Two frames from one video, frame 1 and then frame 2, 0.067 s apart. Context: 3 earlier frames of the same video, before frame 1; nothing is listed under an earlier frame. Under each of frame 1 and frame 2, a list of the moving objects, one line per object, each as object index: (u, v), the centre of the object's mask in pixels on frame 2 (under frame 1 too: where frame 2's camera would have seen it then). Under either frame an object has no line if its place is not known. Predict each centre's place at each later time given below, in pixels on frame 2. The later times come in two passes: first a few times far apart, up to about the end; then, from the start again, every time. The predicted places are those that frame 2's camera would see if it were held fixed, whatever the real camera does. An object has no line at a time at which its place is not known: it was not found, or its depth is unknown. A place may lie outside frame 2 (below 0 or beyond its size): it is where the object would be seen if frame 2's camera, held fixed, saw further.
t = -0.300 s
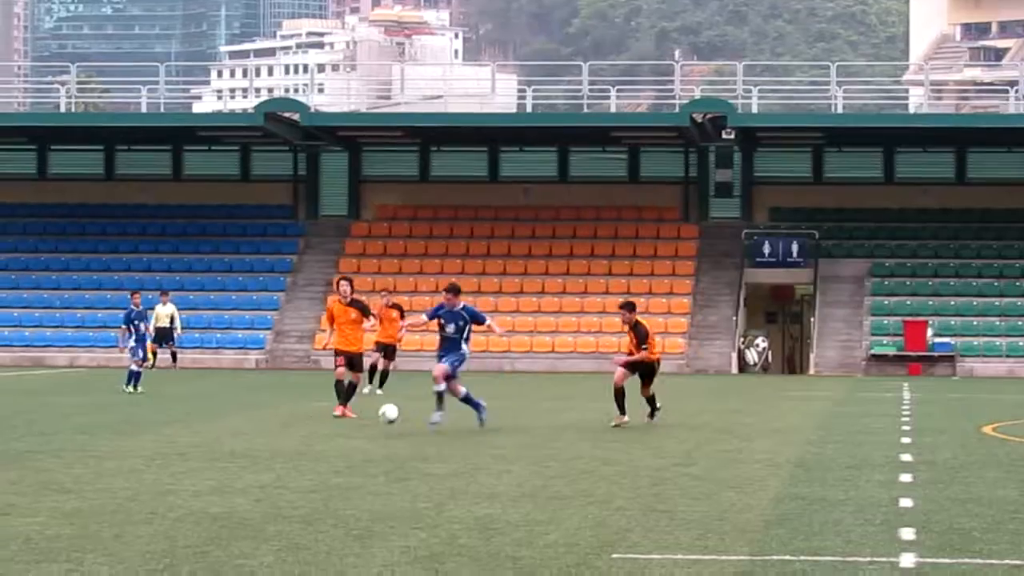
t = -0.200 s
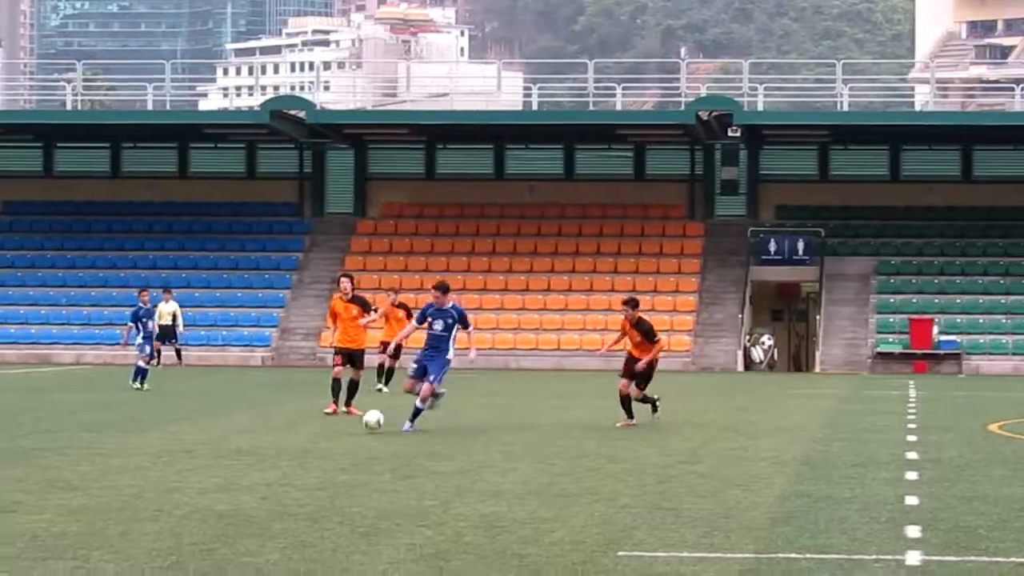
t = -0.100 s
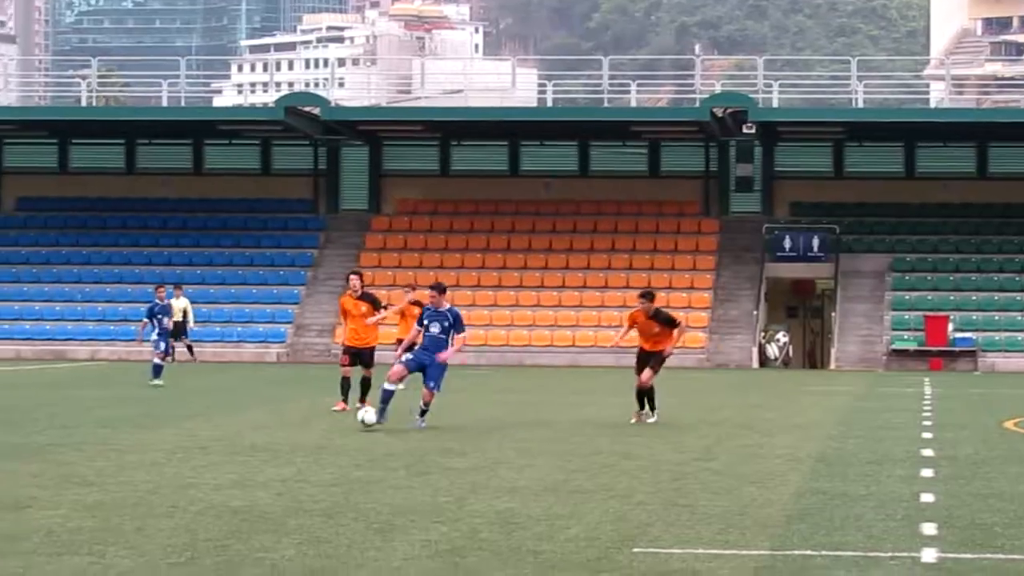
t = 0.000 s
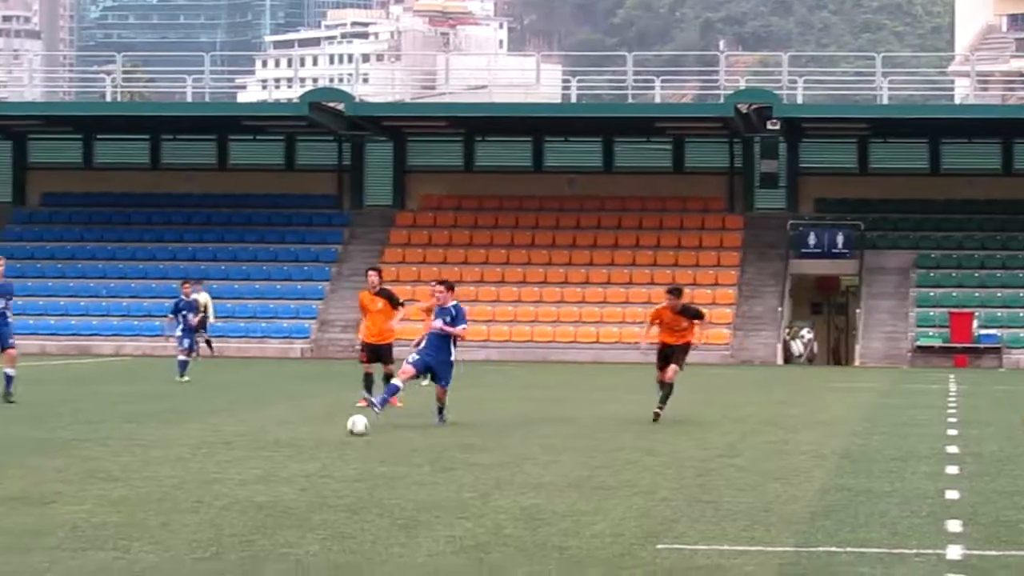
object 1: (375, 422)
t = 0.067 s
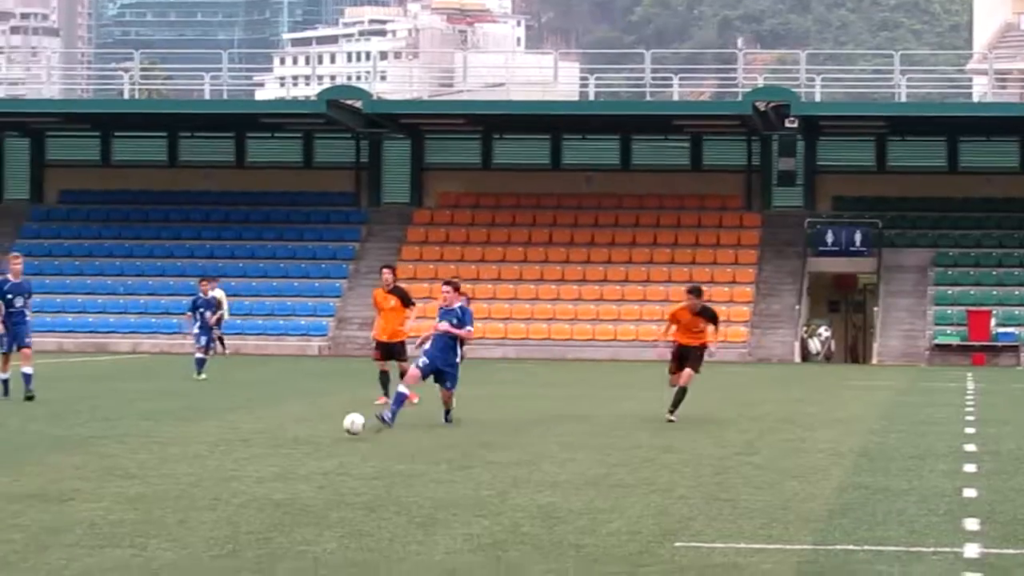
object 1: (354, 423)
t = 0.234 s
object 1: (302, 443)
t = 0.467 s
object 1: (241, 464)
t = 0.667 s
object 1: (193, 488)
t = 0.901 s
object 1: (135, 510)
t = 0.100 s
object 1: (343, 425)
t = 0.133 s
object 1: (332, 429)
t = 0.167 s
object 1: (322, 435)
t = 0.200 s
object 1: (311, 441)
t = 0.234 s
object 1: (302, 443)
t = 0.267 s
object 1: (293, 444)
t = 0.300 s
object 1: (284, 448)
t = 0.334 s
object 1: (275, 454)
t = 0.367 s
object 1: (266, 457)
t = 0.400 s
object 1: (259, 457)
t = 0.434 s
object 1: (250, 459)
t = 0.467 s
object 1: (241, 464)
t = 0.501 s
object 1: (232, 470)
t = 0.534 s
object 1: (224, 473)
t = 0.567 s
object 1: (216, 474)
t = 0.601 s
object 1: (208, 477)
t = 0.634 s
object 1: (201, 481)
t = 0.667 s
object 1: (193, 488)
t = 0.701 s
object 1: (185, 491)
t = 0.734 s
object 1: (177, 492)
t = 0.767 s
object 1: (169, 496)
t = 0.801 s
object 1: (160, 502)
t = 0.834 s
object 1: (153, 506)
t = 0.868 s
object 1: (144, 507)
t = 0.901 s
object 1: (135, 510)
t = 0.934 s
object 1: (126, 515)
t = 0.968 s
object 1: (117, 522)
